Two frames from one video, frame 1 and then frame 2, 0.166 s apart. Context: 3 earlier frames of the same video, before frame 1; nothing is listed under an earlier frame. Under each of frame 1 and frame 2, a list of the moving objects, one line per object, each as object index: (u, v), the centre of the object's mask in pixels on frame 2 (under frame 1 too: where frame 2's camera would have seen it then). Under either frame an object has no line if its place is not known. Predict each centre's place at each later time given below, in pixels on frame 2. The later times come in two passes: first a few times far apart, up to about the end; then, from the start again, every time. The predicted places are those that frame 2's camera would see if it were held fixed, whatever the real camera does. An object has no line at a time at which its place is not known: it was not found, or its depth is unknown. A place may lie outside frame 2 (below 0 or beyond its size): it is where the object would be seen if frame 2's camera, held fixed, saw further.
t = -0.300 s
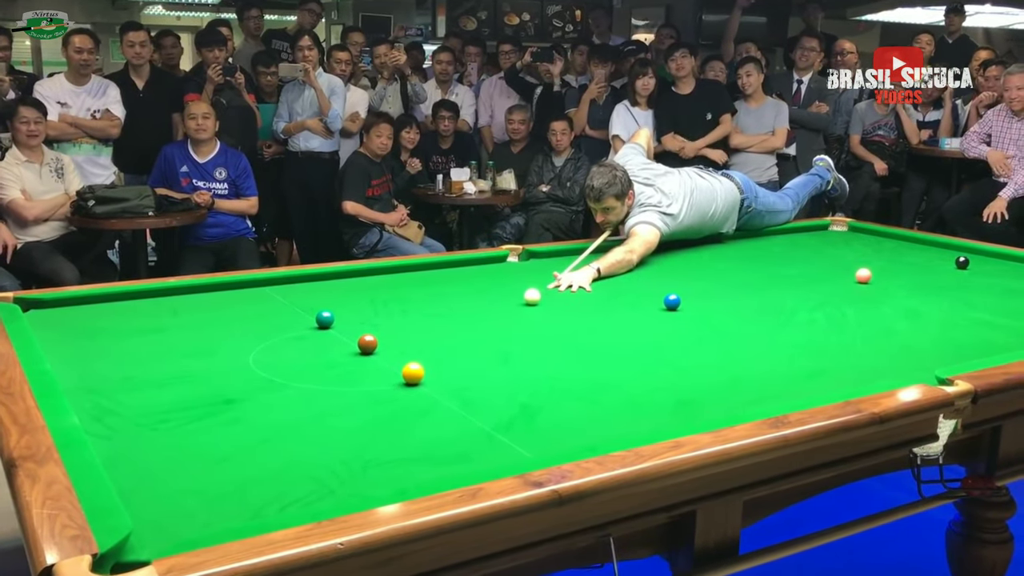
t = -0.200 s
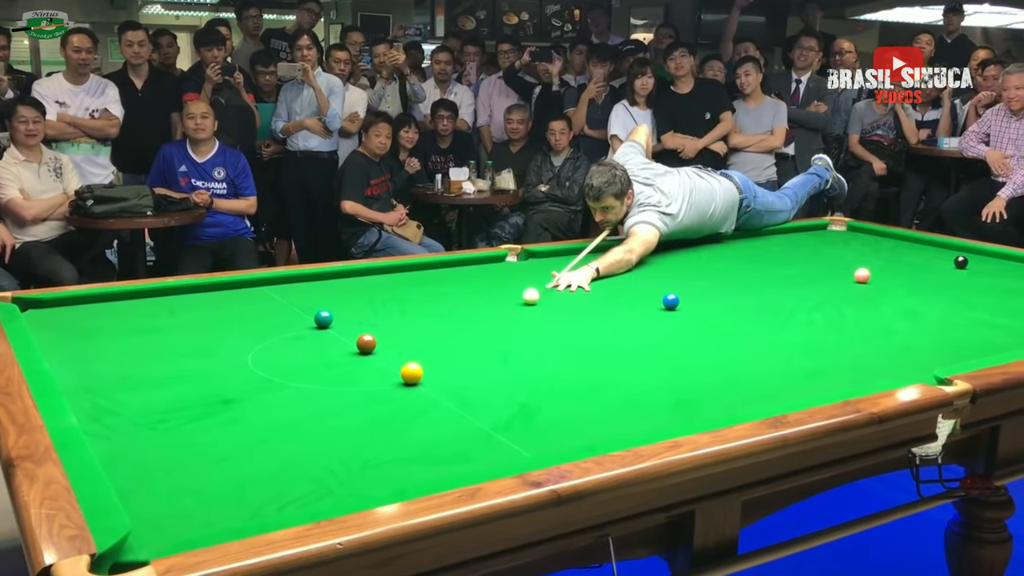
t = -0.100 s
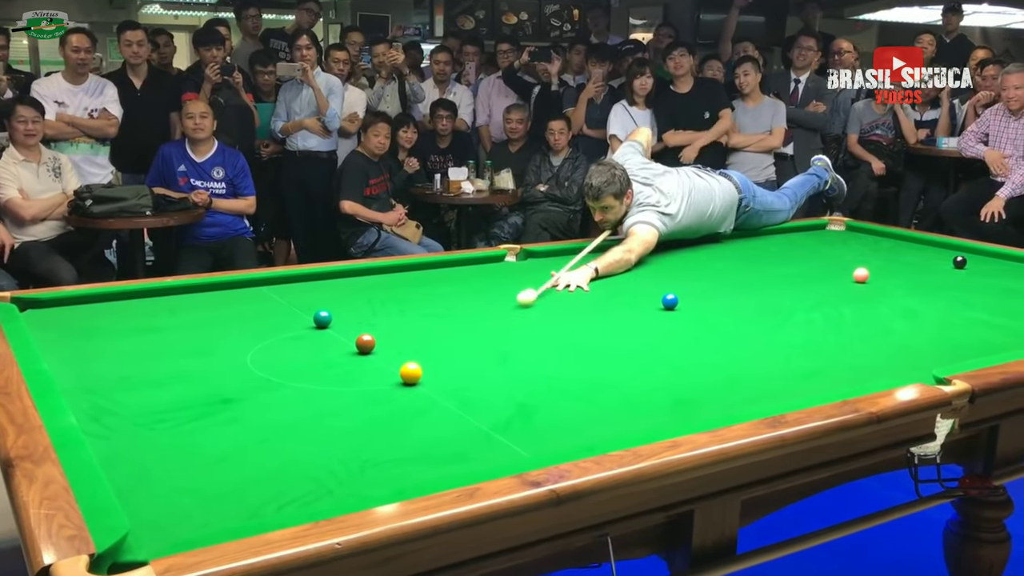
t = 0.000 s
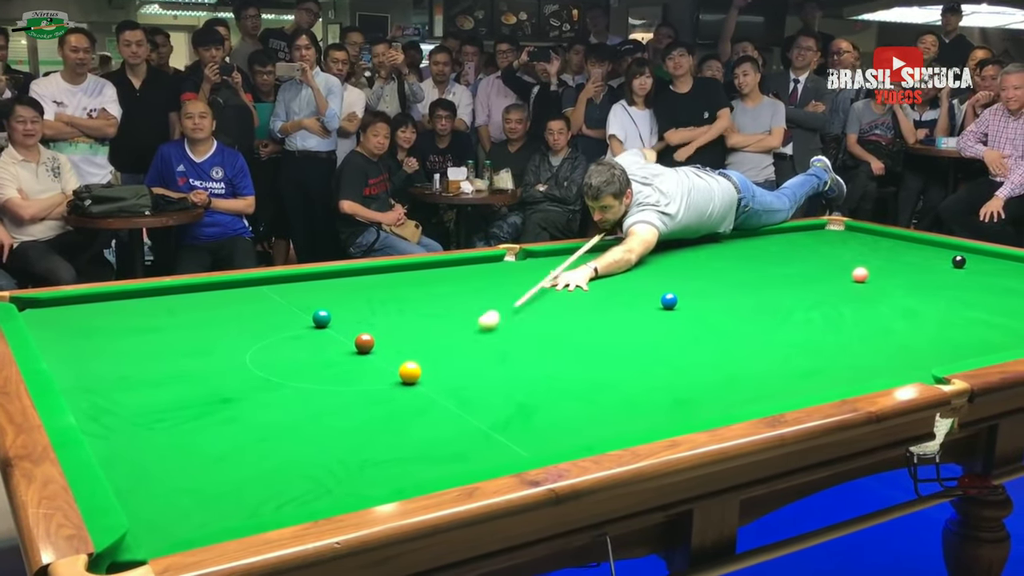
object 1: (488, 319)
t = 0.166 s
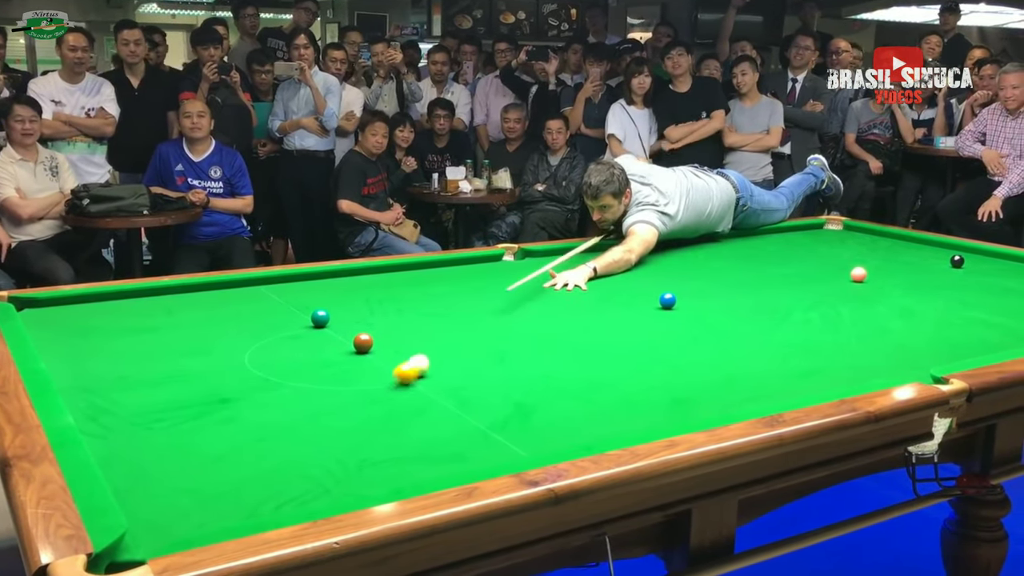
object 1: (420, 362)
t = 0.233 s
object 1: (415, 365)
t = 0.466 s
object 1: (418, 360)
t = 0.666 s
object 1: (421, 357)
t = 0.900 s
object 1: (423, 352)
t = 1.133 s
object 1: (425, 348)
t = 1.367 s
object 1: (427, 345)
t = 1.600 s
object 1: (429, 342)
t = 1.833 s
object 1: (430, 340)
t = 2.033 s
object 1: (431, 338)
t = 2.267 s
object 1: (432, 336)
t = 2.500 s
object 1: (433, 335)
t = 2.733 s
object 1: (434, 335)
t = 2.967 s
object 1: (434, 334)
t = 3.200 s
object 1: (434, 334)
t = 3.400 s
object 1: (435, 334)
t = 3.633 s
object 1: (435, 334)
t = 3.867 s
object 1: (435, 334)
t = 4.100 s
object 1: (435, 334)
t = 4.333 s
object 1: (435, 333)
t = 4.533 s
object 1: (435, 333)
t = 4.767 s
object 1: (435, 333)
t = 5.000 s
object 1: (435, 333)
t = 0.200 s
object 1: (416, 366)
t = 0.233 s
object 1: (415, 365)
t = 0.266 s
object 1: (416, 365)
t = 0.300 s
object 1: (416, 364)
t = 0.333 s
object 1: (416, 363)
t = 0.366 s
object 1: (417, 363)
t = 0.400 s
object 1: (418, 362)
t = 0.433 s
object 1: (418, 361)
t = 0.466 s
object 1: (418, 360)
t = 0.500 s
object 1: (419, 360)
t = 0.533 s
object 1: (419, 359)
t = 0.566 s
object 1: (420, 358)
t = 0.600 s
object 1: (420, 358)
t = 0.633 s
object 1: (420, 357)
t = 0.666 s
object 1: (421, 357)
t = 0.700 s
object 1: (421, 356)
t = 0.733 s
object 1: (421, 355)
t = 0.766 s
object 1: (422, 355)
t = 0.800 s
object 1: (422, 354)
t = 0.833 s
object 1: (422, 354)
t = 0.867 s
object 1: (423, 353)
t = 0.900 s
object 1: (423, 352)
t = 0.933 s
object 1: (423, 352)
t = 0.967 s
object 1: (423, 351)
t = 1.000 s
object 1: (424, 351)
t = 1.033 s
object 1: (424, 350)
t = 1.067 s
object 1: (424, 349)
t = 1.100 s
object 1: (425, 349)
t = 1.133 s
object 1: (425, 348)
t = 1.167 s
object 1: (425, 348)
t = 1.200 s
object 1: (425, 348)
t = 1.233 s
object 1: (426, 347)
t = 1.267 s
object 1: (426, 347)
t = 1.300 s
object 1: (426, 346)
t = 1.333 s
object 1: (427, 346)
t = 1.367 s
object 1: (427, 345)
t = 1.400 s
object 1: (427, 345)
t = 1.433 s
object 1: (427, 344)
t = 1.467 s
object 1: (428, 344)
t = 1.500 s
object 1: (428, 344)
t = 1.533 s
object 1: (428, 343)
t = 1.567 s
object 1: (428, 343)
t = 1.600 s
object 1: (429, 342)
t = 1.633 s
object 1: (429, 342)
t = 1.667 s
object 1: (429, 342)
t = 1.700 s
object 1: (429, 341)
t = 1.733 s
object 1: (429, 341)
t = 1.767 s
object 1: (430, 341)
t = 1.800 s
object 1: (430, 340)
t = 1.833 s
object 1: (430, 340)
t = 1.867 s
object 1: (430, 339)
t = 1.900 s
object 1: (430, 339)
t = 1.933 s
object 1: (431, 339)
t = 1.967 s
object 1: (431, 339)
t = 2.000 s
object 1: (431, 338)
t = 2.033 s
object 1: (431, 338)
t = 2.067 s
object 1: (431, 338)
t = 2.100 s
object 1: (431, 338)
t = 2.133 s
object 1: (431, 337)
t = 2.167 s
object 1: (432, 337)
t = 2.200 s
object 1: (432, 337)
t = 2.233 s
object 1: (432, 337)
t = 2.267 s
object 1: (432, 336)
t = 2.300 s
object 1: (432, 337)
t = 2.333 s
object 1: (432, 336)
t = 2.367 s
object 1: (433, 336)
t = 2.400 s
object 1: (433, 336)
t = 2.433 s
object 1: (433, 336)
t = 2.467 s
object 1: (433, 335)
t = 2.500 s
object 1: (433, 335)
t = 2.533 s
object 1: (433, 335)
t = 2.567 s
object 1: (433, 335)
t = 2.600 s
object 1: (433, 335)
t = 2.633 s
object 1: (433, 335)
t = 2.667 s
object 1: (434, 335)
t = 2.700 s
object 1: (434, 335)
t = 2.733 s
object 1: (434, 335)
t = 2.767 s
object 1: (434, 334)
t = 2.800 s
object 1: (434, 334)
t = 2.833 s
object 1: (434, 334)
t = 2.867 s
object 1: (434, 334)
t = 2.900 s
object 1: (434, 334)
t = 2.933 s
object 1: (434, 334)
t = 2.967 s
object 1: (434, 334)
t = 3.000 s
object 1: (434, 334)
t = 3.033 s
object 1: (434, 334)
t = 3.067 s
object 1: (434, 334)
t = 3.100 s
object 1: (434, 334)
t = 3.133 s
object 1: (434, 334)
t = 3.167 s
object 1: (434, 334)
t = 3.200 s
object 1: (434, 334)
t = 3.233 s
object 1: (434, 334)
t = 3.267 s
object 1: (434, 334)
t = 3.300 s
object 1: (434, 334)
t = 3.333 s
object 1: (434, 334)
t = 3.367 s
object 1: (435, 334)
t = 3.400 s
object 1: (435, 334)
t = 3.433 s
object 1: (435, 334)
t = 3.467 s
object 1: (435, 334)
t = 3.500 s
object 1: (435, 334)
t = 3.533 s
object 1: (435, 334)
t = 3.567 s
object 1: (435, 334)
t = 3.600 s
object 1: (435, 334)
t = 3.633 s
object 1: (435, 334)
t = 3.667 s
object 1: (435, 334)
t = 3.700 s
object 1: (435, 334)
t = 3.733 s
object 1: (435, 334)
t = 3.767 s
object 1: (435, 334)
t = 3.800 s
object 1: (435, 334)
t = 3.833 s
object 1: (435, 334)
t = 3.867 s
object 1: (435, 334)
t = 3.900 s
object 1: (435, 334)
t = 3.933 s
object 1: (435, 334)
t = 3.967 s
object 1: (435, 334)
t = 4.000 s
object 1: (435, 334)
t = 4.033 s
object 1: (435, 334)
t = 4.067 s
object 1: (435, 333)
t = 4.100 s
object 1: (435, 334)
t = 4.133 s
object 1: (435, 334)
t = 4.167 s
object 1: (435, 334)
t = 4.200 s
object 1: (435, 334)
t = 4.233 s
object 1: (435, 334)
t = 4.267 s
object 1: (435, 334)
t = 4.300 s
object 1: (435, 333)
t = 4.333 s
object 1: (435, 333)
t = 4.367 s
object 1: (435, 333)
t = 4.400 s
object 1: (435, 333)
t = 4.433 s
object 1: (435, 333)
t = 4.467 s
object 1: (435, 333)
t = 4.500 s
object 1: (435, 333)
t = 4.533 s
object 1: (435, 333)
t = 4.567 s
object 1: (435, 333)
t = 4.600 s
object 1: (435, 333)
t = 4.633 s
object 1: (435, 333)
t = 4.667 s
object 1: (435, 333)
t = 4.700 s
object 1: (435, 334)
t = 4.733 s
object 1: (435, 333)
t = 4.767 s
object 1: (435, 333)
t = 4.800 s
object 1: (435, 333)
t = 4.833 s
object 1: (435, 333)
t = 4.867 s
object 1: (435, 334)
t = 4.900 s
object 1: (435, 333)
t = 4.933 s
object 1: (435, 334)
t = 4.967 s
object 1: (435, 334)
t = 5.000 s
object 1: (435, 333)
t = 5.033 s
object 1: (435, 333)
